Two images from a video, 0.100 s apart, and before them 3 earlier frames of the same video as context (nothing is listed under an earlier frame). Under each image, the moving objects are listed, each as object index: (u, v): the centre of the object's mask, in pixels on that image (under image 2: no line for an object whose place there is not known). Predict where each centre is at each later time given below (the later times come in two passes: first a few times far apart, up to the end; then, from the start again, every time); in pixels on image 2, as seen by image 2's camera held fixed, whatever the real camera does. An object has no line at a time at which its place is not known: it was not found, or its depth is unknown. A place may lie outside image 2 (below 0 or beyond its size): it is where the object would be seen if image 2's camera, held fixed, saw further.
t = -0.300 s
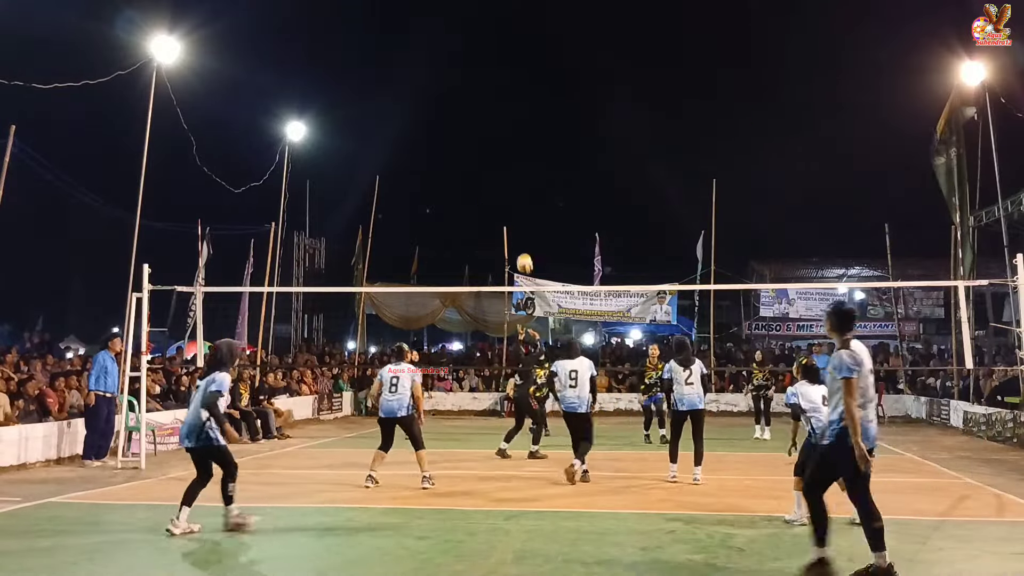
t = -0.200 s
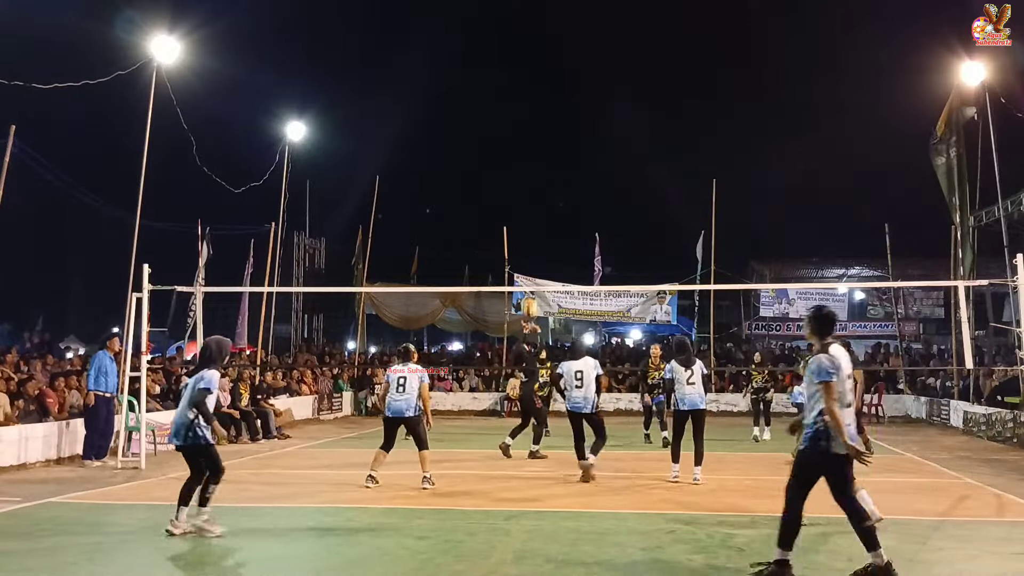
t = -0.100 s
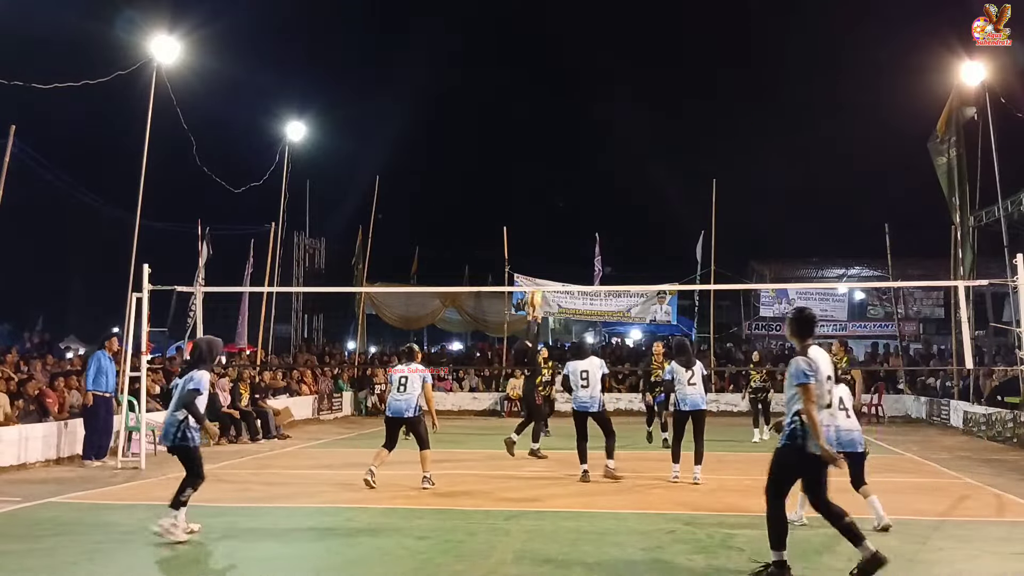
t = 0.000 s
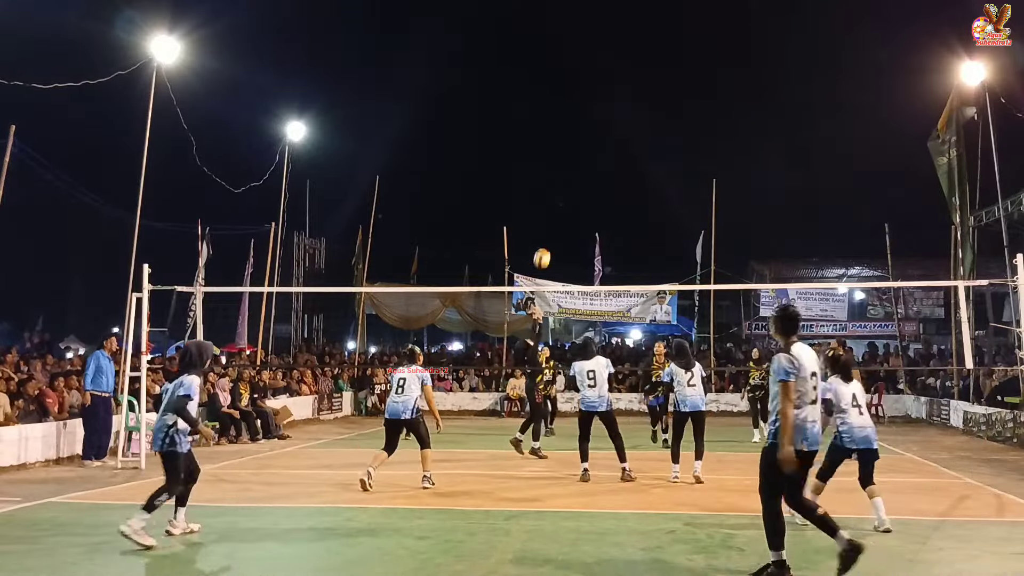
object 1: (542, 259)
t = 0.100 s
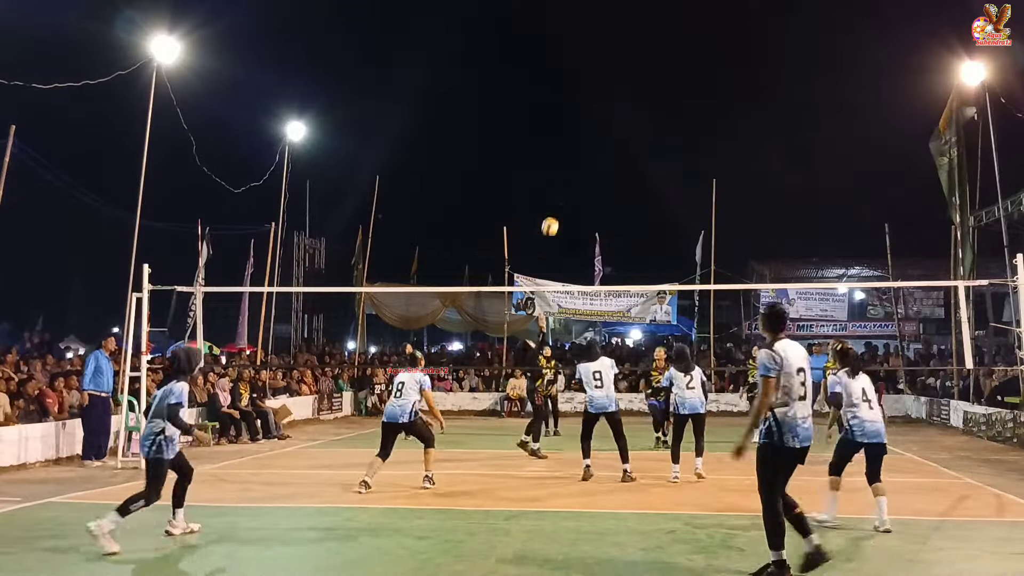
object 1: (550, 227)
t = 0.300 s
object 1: (566, 184)
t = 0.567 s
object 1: (587, 172)
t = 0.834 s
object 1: (607, 211)
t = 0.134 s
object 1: (553, 217)
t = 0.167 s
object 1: (555, 209)
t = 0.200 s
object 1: (558, 202)
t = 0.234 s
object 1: (561, 195)
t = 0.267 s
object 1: (563, 189)
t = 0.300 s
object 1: (566, 184)
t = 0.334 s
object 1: (568, 180)
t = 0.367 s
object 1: (571, 176)
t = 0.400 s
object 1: (574, 173)
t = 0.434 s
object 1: (576, 171)
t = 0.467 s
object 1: (579, 170)
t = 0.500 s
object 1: (581, 170)
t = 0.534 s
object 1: (584, 170)
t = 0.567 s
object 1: (587, 172)
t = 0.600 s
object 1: (589, 174)
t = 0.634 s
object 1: (592, 177)
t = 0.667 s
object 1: (594, 180)
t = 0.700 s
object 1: (597, 185)
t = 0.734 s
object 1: (600, 190)
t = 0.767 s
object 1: (602, 196)
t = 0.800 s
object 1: (605, 203)
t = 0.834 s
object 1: (607, 211)
